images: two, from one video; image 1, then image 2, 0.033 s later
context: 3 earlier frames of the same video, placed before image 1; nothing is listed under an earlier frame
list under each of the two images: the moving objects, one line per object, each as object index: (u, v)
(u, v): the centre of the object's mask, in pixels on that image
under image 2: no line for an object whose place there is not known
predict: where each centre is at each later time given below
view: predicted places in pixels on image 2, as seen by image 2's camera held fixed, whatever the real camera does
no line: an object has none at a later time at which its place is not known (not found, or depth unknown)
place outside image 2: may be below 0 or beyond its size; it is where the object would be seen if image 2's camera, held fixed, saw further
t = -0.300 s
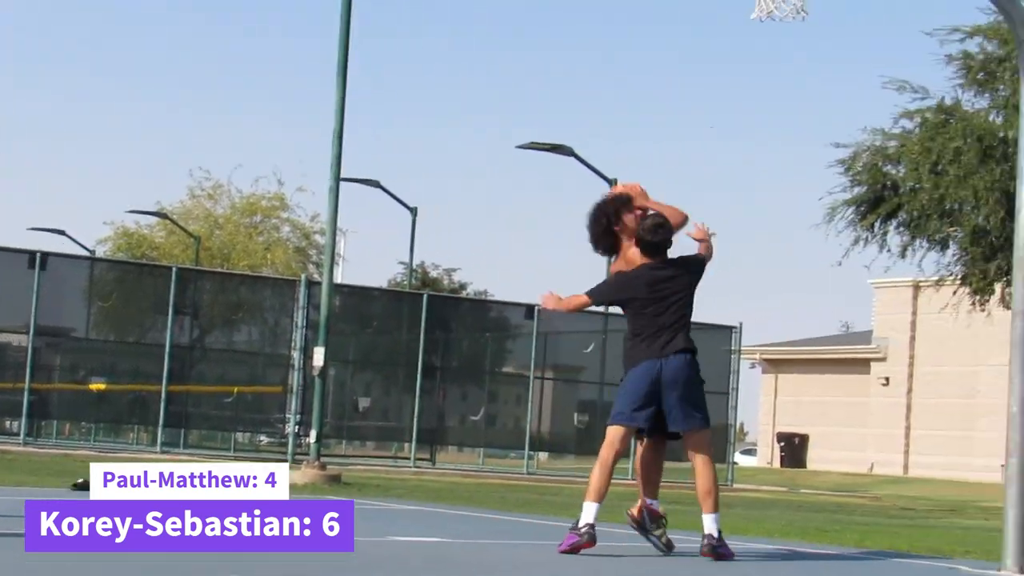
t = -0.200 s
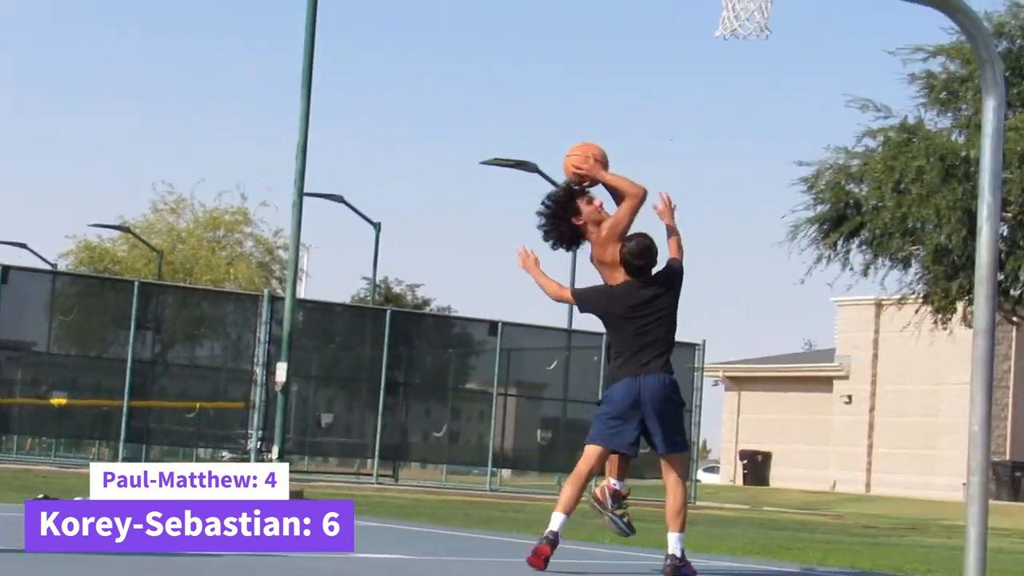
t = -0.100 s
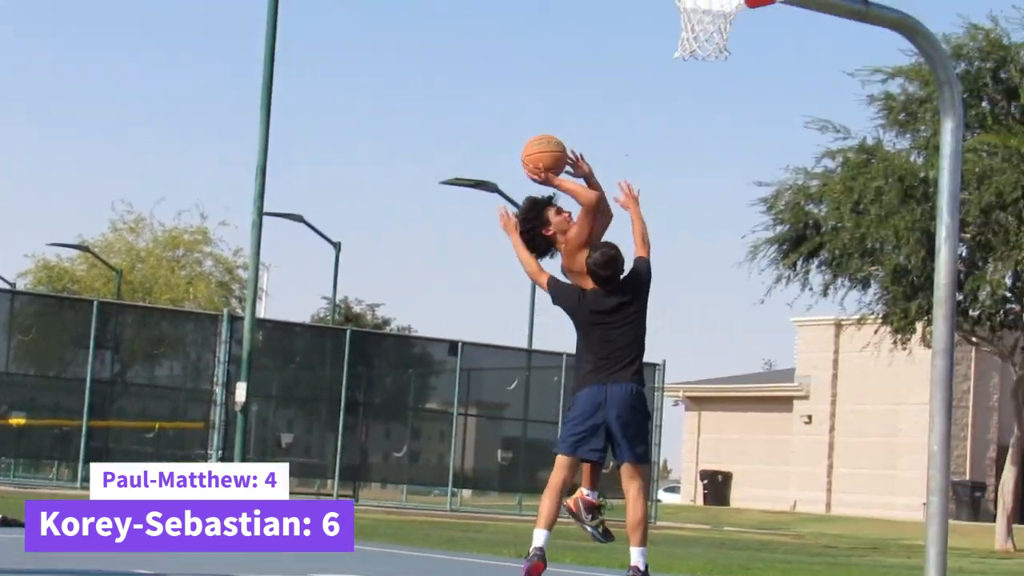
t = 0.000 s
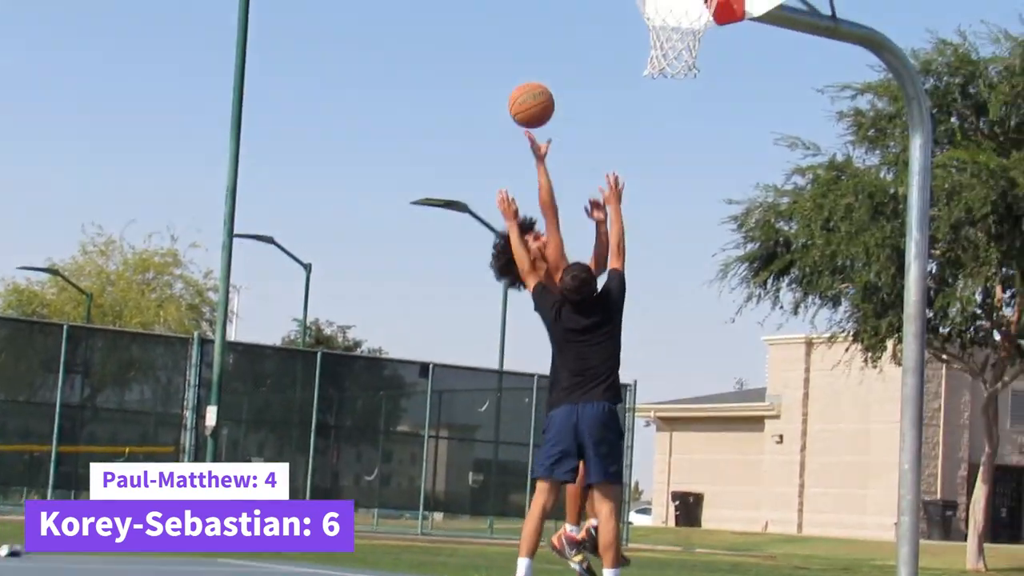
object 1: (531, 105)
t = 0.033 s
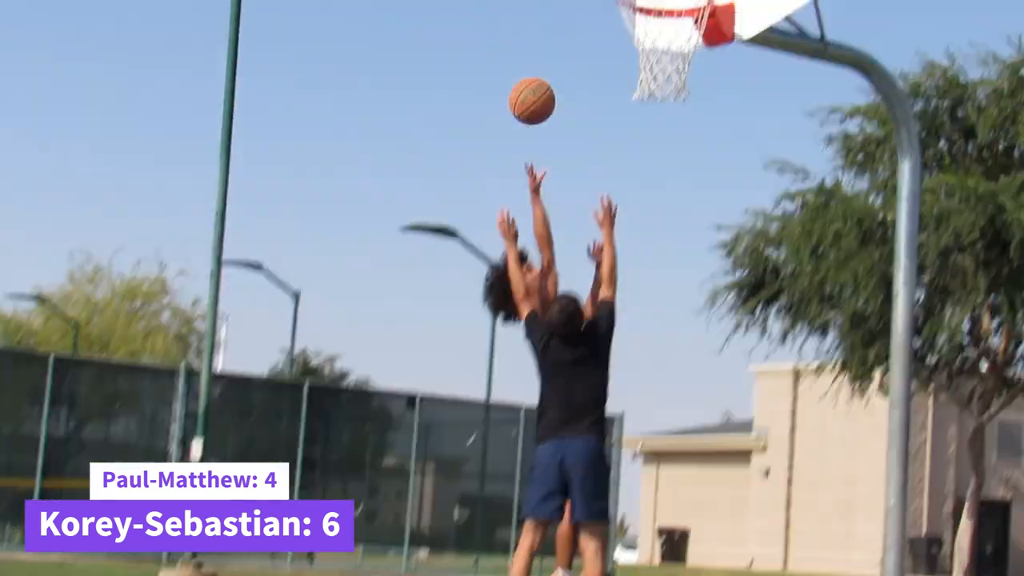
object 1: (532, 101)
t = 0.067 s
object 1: (546, 71)
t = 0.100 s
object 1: (554, 53)
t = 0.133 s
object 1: (562, 40)
